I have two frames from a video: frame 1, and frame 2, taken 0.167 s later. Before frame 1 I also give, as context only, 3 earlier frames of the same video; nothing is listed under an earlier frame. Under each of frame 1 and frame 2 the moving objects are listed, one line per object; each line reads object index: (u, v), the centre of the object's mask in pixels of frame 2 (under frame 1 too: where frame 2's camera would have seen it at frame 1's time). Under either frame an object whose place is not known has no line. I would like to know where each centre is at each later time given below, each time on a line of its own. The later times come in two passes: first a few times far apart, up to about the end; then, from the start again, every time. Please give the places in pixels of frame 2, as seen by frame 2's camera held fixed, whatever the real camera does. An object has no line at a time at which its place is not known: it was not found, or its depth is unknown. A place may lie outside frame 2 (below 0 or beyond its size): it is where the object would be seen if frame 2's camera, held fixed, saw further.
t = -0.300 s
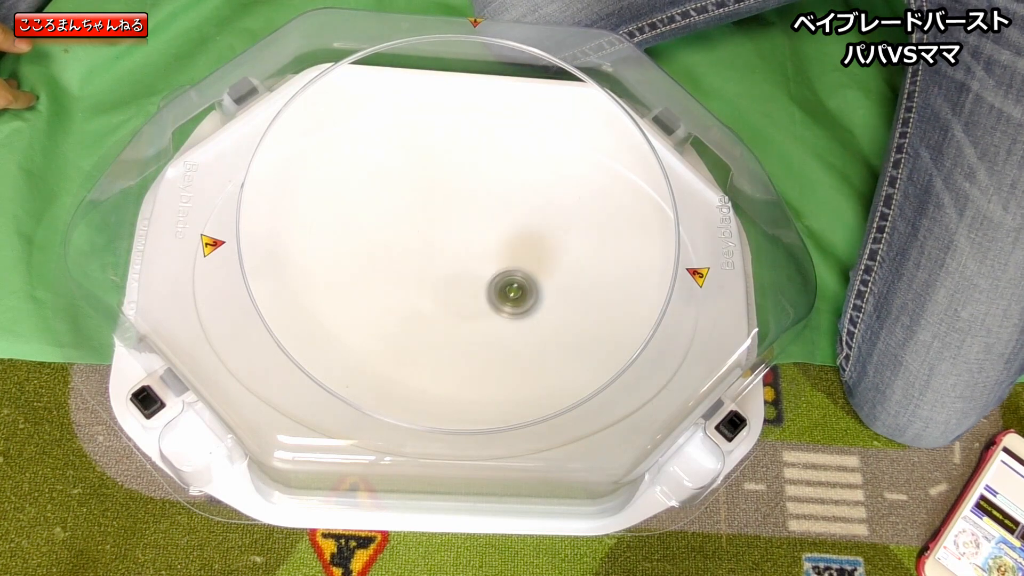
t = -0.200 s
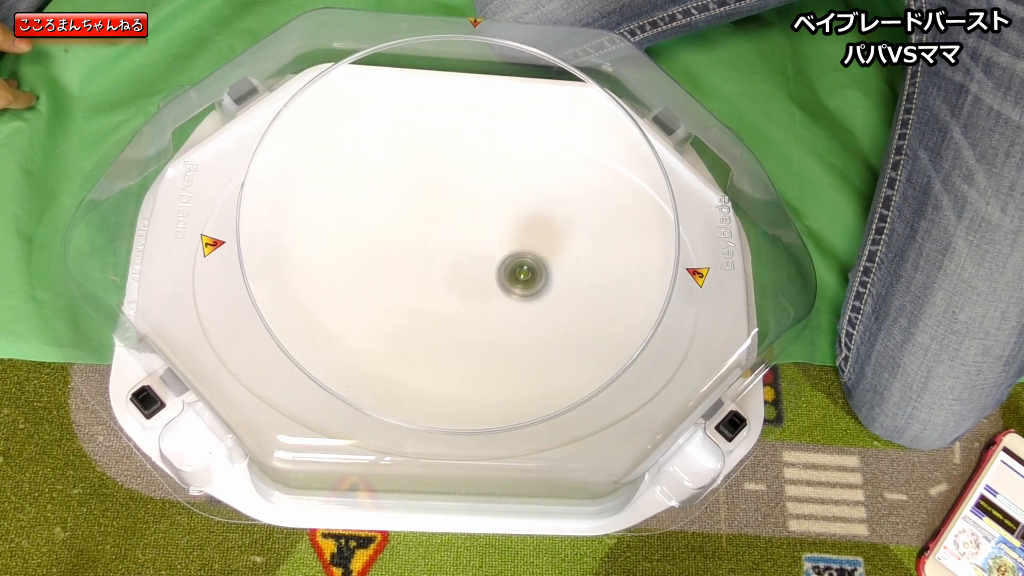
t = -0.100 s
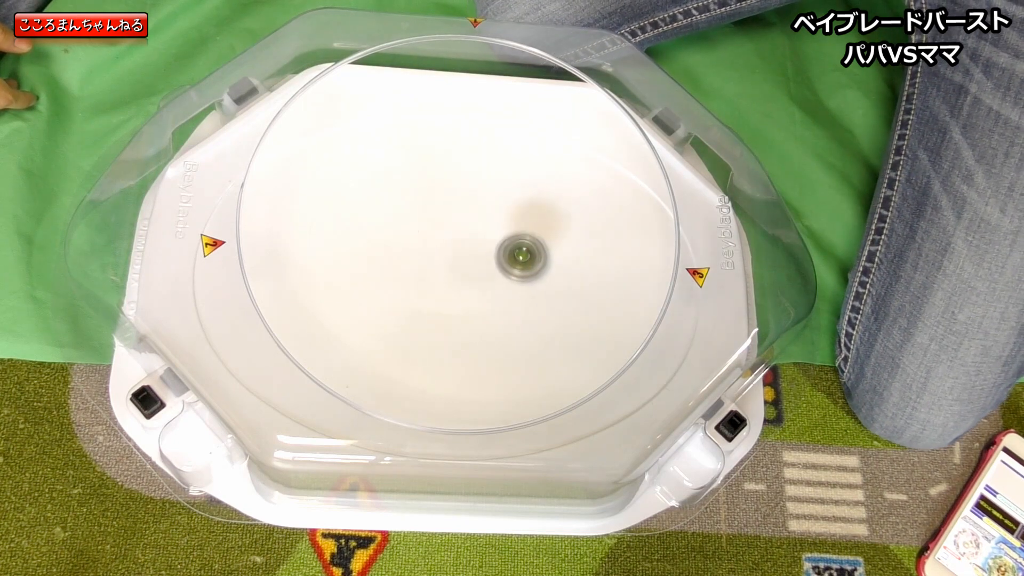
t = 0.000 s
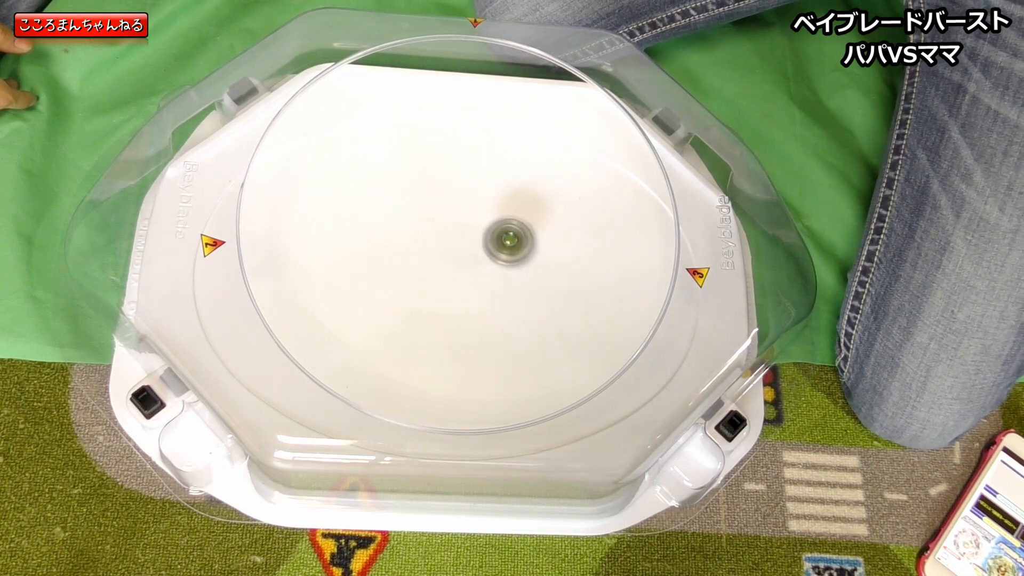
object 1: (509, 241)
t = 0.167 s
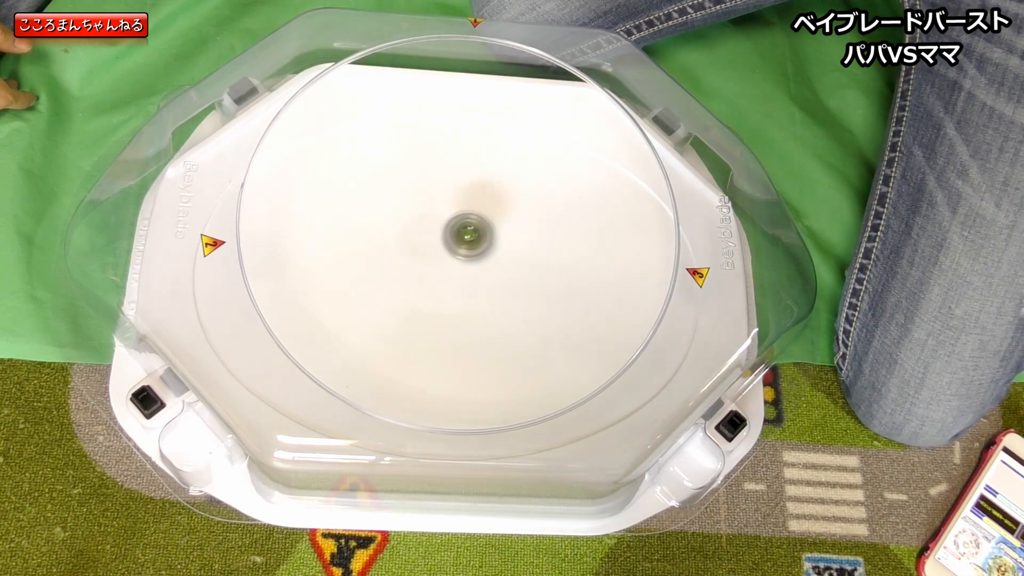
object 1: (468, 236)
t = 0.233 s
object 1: (450, 242)
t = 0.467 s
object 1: (416, 289)
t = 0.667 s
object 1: (437, 325)
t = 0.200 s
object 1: (459, 238)
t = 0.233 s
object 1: (450, 242)
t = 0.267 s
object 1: (441, 247)
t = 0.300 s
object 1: (434, 252)
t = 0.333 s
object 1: (428, 259)
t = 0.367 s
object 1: (423, 266)
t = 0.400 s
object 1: (419, 273)
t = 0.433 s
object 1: (417, 281)
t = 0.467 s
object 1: (416, 289)
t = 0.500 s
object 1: (415, 298)
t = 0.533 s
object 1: (417, 305)
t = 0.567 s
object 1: (420, 312)
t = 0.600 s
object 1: (425, 318)
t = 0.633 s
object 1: (431, 322)
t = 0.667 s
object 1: (437, 325)
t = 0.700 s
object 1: (445, 327)
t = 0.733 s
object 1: (454, 328)
